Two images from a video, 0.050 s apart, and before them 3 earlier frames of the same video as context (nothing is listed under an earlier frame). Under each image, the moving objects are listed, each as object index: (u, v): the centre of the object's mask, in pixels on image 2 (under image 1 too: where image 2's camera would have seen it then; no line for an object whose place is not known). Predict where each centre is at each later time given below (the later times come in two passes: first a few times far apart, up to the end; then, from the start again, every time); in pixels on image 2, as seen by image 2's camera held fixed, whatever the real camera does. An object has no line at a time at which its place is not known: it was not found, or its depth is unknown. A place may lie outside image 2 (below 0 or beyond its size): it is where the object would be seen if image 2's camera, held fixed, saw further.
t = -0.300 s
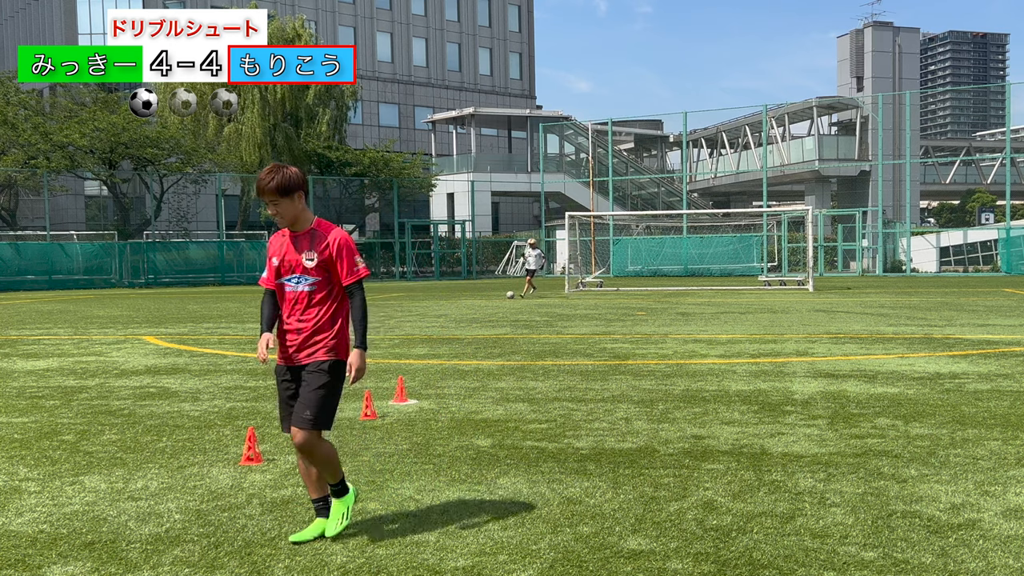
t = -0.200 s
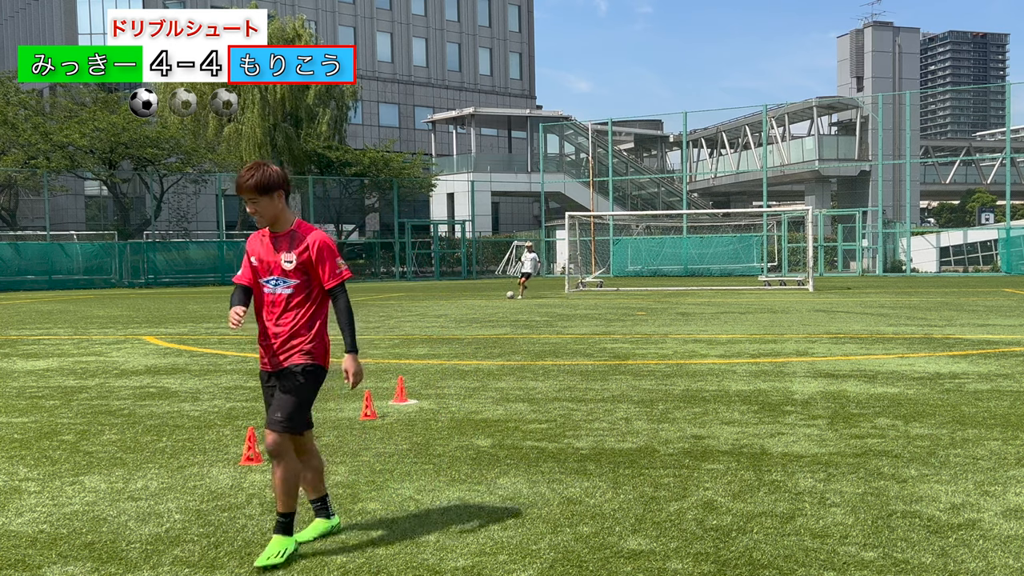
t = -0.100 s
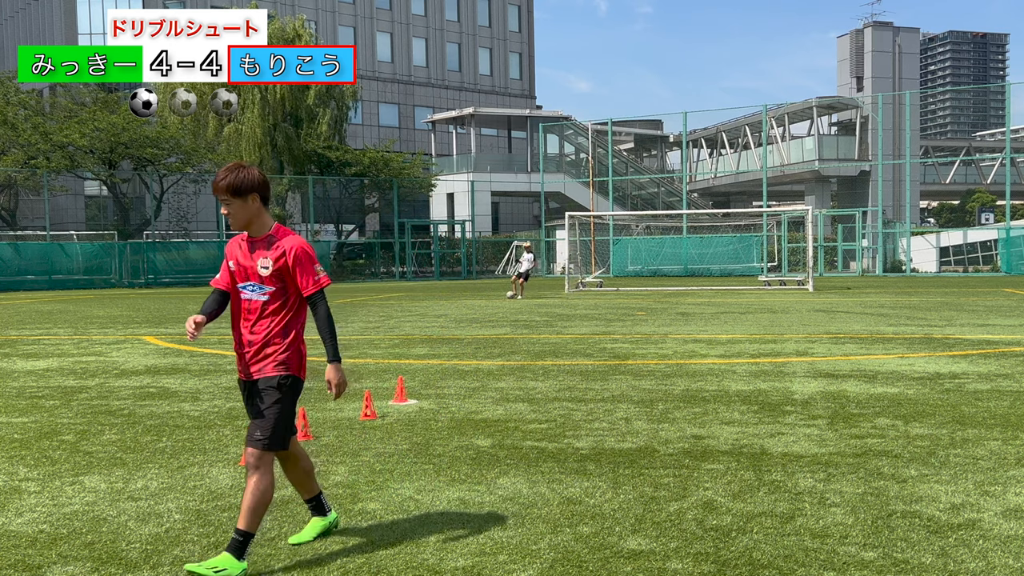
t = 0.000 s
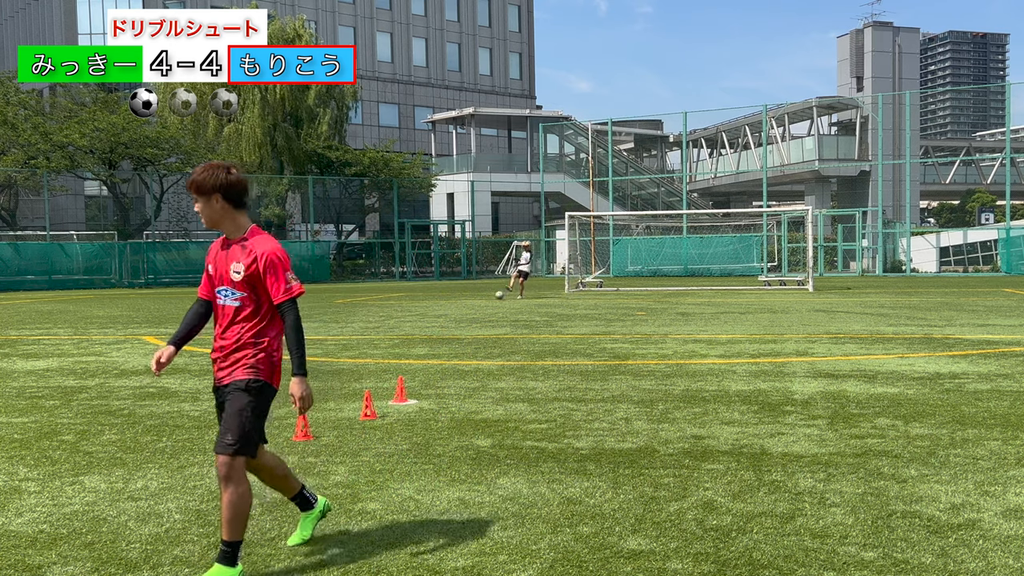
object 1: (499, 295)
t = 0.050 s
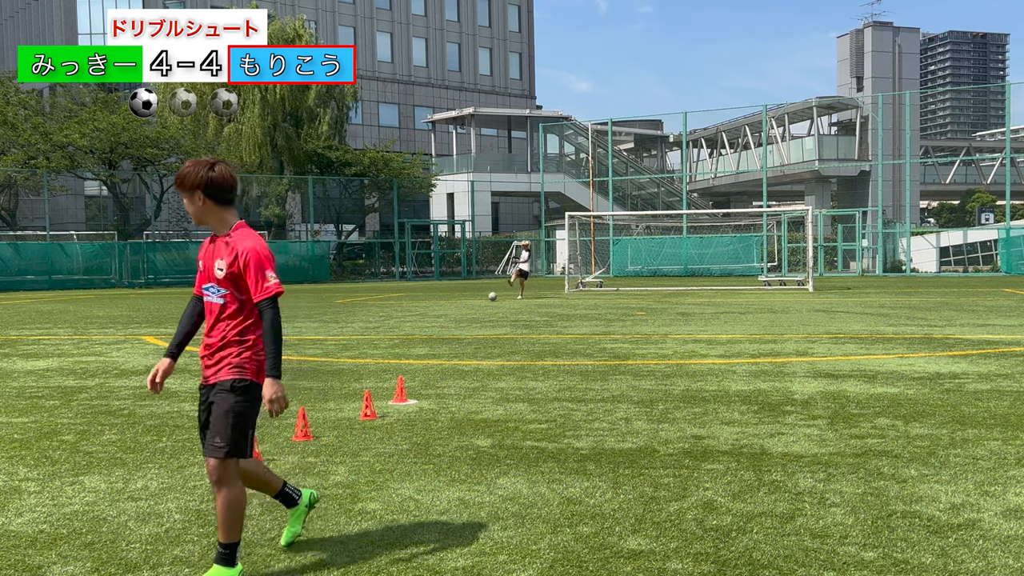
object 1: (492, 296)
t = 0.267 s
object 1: (463, 300)
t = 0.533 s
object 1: (428, 306)
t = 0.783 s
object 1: (398, 310)
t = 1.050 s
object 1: (361, 315)
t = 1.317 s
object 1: (321, 320)
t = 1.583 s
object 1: (274, 328)
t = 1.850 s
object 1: (220, 335)
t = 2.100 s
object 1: (162, 342)
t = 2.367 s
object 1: (91, 353)
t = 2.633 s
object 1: (8, 365)
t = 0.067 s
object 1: (490, 297)
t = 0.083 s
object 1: (487, 298)
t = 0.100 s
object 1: (485, 298)
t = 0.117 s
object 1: (483, 299)
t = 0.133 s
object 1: (480, 299)
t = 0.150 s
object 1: (478, 299)
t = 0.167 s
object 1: (476, 299)
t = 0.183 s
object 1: (474, 299)
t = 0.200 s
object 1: (472, 299)
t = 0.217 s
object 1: (470, 299)
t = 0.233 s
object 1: (468, 299)
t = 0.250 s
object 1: (465, 300)
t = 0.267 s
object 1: (463, 300)
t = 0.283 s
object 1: (461, 301)
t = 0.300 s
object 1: (458, 302)
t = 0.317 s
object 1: (456, 303)
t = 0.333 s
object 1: (454, 303)
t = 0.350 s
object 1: (452, 303)
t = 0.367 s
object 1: (450, 302)
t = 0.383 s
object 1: (448, 302)
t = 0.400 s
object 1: (445, 302)
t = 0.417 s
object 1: (443, 302)
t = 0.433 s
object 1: (441, 302)
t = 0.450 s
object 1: (439, 302)
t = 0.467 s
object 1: (437, 303)
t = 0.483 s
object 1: (435, 303)
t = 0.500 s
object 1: (432, 304)
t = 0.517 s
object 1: (430, 305)
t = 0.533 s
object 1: (428, 306)
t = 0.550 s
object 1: (426, 306)
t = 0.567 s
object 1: (424, 307)
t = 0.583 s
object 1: (421, 307)
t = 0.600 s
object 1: (419, 307)
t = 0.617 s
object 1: (418, 306)
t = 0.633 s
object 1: (415, 306)
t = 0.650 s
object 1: (414, 306)
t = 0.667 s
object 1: (412, 306)
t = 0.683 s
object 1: (410, 306)
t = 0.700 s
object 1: (408, 307)
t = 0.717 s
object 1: (406, 307)
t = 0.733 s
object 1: (404, 308)
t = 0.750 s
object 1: (402, 308)
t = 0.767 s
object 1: (400, 309)
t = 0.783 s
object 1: (398, 310)
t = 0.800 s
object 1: (395, 311)
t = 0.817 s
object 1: (393, 311)
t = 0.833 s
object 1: (391, 311)
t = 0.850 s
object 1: (389, 310)
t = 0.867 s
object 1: (386, 311)
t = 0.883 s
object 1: (384, 310)
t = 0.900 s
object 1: (382, 311)
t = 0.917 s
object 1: (380, 311)
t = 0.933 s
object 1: (378, 311)
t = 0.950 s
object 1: (375, 312)
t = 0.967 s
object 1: (373, 313)
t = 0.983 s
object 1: (371, 313)
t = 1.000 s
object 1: (368, 315)
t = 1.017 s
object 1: (366, 315)
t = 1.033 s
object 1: (364, 315)
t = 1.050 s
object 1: (361, 315)
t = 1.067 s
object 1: (359, 315)
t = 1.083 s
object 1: (357, 315)
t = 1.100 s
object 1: (354, 315)
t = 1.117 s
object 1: (352, 315)
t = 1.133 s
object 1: (349, 316)
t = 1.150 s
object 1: (346, 316)
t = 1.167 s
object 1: (344, 318)
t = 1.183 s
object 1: (342, 318)
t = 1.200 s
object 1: (339, 319)
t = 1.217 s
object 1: (337, 319)
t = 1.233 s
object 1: (334, 319)
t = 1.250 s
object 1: (331, 319)
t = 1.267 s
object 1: (329, 319)
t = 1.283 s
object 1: (326, 319)
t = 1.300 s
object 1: (323, 319)
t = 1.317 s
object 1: (321, 320)
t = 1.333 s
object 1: (318, 321)
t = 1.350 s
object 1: (315, 322)
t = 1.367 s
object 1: (313, 322)
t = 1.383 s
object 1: (309, 323)
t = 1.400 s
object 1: (307, 323)
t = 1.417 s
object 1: (304, 323)
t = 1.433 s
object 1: (301, 323)
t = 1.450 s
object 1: (298, 324)
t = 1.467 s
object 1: (295, 324)
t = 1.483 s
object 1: (292, 325)
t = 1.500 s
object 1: (289, 326)
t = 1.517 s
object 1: (286, 326)
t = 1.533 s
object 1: (283, 327)
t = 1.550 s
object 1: (280, 327)
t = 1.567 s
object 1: (277, 327)
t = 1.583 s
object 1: (274, 328)
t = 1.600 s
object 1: (270, 328)
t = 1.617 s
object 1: (267, 329)
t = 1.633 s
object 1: (264, 329)
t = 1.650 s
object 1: (261, 330)
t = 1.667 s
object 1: (257, 330)
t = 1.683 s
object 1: (254, 330)
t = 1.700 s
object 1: (251, 331)
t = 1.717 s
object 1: (247, 332)
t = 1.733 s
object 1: (244, 332)
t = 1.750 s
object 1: (241, 332)
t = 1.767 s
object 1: (238, 332)
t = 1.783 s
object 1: (234, 333)
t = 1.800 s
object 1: (231, 334)
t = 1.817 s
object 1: (227, 334)
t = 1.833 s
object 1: (223, 335)
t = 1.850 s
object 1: (220, 335)
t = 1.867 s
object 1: (216, 334)
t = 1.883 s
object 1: (213, 334)
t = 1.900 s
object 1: (209, 335)
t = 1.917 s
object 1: (205, 335)
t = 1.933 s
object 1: (202, 336)
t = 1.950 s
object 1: (197, 337)
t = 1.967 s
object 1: (194, 338)
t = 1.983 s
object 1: (190, 339)
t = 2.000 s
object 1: (186, 339)
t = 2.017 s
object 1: (182, 340)
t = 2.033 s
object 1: (180, 340)
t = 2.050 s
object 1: (174, 340)
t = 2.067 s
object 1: (170, 341)
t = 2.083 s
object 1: (166, 341)
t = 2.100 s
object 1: (162, 342)
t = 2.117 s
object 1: (159, 343)
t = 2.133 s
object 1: (155, 345)
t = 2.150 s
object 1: (150, 345)
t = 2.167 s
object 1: (146, 346)
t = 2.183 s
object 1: (142, 346)
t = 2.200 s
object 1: (137, 346)
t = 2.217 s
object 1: (132, 347)
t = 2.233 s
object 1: (128, 347)
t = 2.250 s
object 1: (124, 349)
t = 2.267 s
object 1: (119, 350)
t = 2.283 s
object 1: (114, 350)
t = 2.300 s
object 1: (110, 350)
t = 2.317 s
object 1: (105, 351)
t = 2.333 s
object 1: (100, 351)
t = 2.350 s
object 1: (96, 351)
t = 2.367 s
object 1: (91, 353)
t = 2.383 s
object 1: (86, 354)
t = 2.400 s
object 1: (81, 355)
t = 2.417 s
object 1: (76, 356)
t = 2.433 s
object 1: (71, 356)
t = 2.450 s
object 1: (66, 357)
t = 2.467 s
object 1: (61, 357)
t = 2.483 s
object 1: (55, 358)
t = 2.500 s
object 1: (51, 360)
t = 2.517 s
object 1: (45, 360)
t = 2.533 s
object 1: (40, 361)
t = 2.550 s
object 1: (34, 361)
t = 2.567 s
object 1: (29, 362)
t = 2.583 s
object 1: (23, 363)
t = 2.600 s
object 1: (17, 364)
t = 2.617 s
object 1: (11, 365)
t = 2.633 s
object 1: (8, 365)
